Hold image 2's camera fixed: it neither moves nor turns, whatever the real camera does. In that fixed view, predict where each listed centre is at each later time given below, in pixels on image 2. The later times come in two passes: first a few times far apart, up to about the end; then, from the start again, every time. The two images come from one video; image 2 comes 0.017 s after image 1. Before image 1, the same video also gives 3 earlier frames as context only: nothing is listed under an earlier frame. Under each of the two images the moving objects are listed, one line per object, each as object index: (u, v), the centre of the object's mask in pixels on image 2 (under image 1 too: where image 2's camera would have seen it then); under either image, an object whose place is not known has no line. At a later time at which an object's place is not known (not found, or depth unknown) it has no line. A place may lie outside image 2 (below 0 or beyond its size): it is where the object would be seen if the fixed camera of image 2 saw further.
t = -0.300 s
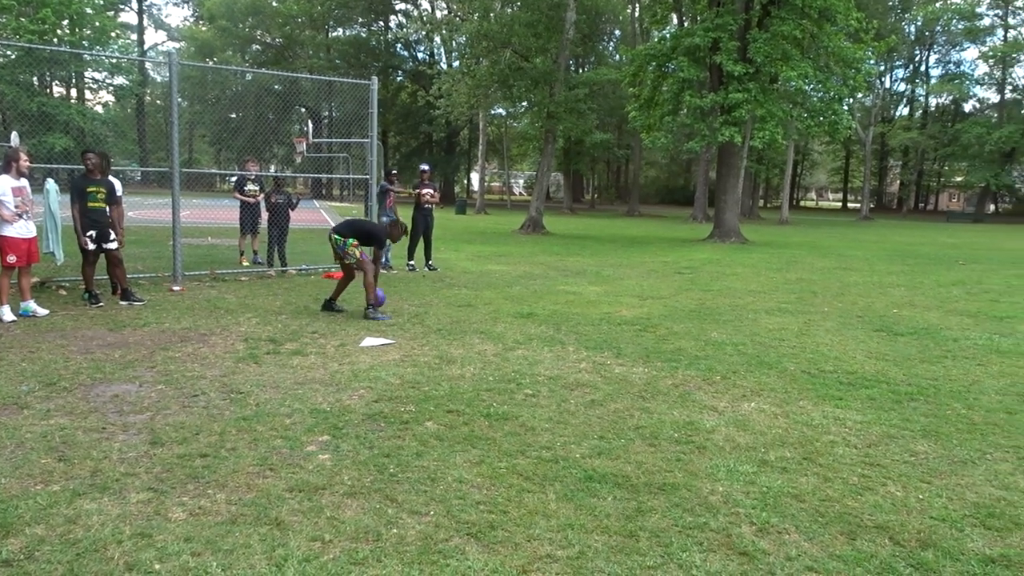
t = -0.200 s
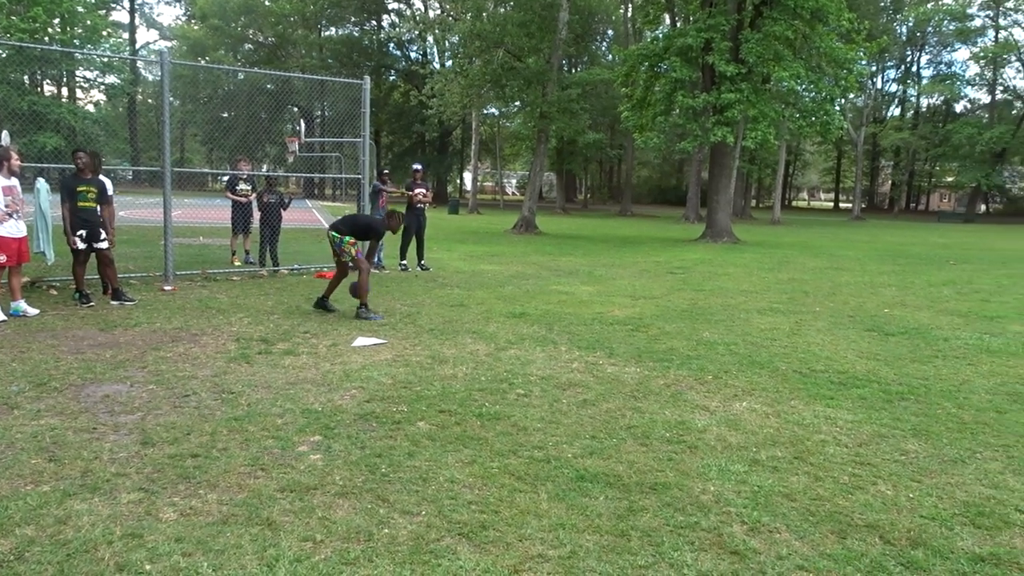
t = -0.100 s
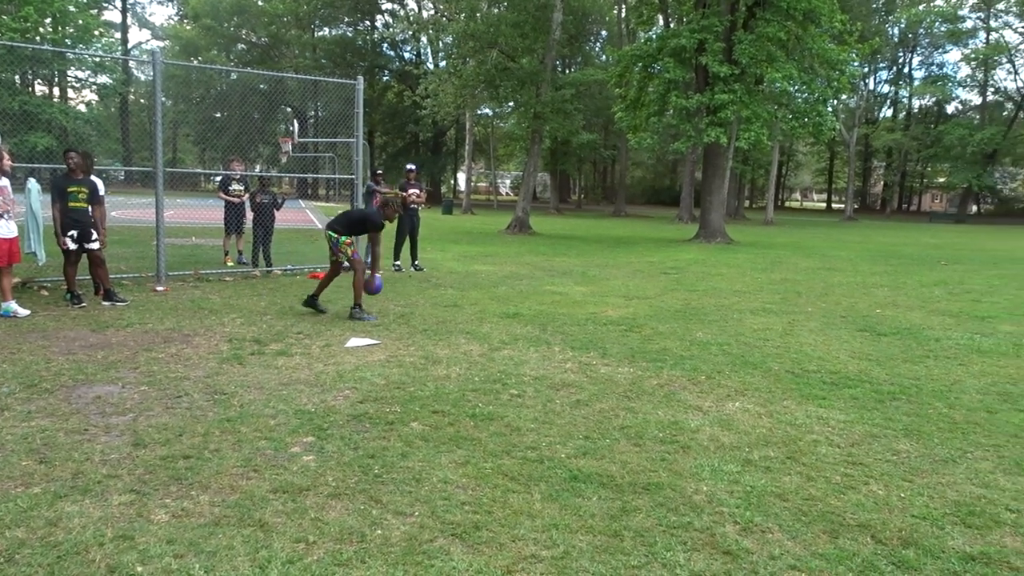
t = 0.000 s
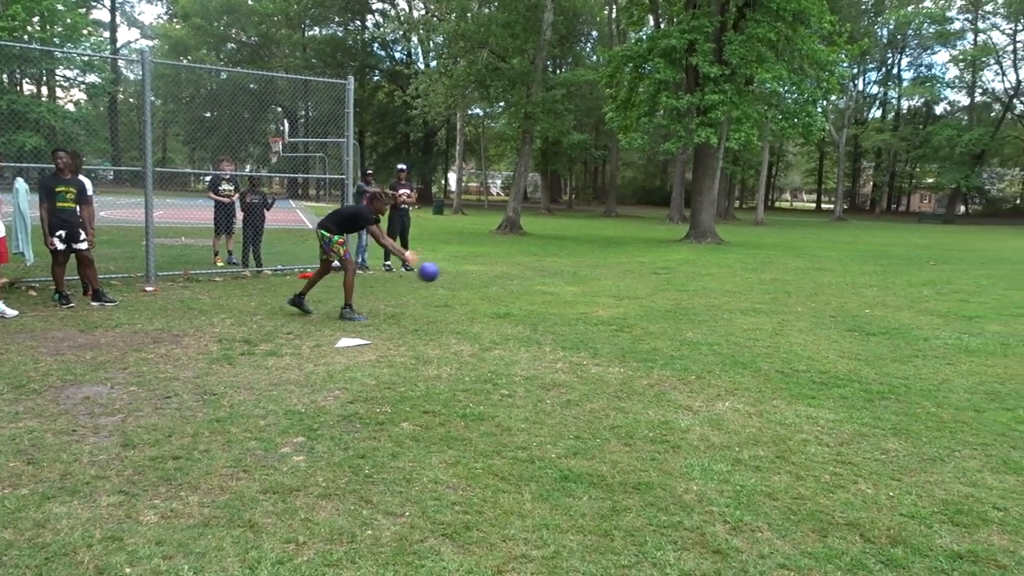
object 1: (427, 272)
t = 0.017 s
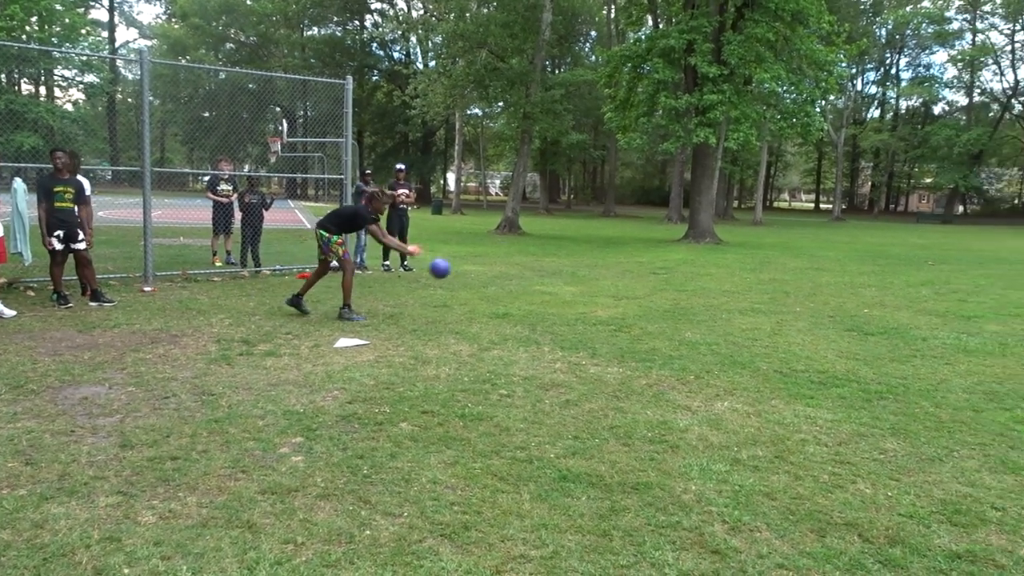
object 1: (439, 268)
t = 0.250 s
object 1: (619, 240)
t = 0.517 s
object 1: (827, 261)
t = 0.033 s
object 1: (452, 265)
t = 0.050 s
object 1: (465, 262)
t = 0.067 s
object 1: (478, 259)
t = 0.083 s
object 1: (491, 256)
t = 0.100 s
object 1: (504, 253)
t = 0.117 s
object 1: (516, 251)
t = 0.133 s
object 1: (530, 249)
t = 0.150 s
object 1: (543, 247)
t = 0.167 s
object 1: (555, 245)
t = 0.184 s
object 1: (568, 244)
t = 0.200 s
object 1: (581, 242)
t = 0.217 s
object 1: (594, 241)
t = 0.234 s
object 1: (606, 240)
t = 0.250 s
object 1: (619, 240)
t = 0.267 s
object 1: (632, 239)
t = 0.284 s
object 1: (645, 239)
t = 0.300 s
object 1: (657, 238)
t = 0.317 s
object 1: (670, 239)
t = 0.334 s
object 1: (683, 239)
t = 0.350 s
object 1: (696, 239)
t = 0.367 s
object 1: (708, 240)
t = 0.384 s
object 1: (721, 242)
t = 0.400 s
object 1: (734, 243)
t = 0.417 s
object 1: (748, 245)
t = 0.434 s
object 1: (760, 246)
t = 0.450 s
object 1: (773, 249)
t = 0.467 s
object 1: (787, 251)
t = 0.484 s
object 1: (800, 254)
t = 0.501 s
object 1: (813, 257)
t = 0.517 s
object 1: (827, 261)
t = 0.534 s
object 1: (841, 264)
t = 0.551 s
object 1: (855, 268)
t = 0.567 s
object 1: (868, 273)
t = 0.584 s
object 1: (881, 277)
